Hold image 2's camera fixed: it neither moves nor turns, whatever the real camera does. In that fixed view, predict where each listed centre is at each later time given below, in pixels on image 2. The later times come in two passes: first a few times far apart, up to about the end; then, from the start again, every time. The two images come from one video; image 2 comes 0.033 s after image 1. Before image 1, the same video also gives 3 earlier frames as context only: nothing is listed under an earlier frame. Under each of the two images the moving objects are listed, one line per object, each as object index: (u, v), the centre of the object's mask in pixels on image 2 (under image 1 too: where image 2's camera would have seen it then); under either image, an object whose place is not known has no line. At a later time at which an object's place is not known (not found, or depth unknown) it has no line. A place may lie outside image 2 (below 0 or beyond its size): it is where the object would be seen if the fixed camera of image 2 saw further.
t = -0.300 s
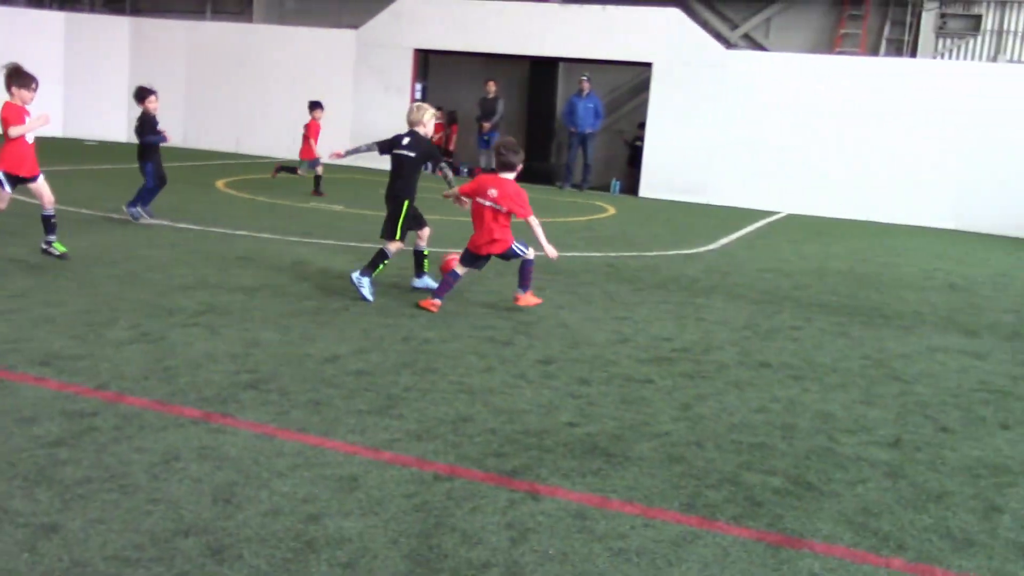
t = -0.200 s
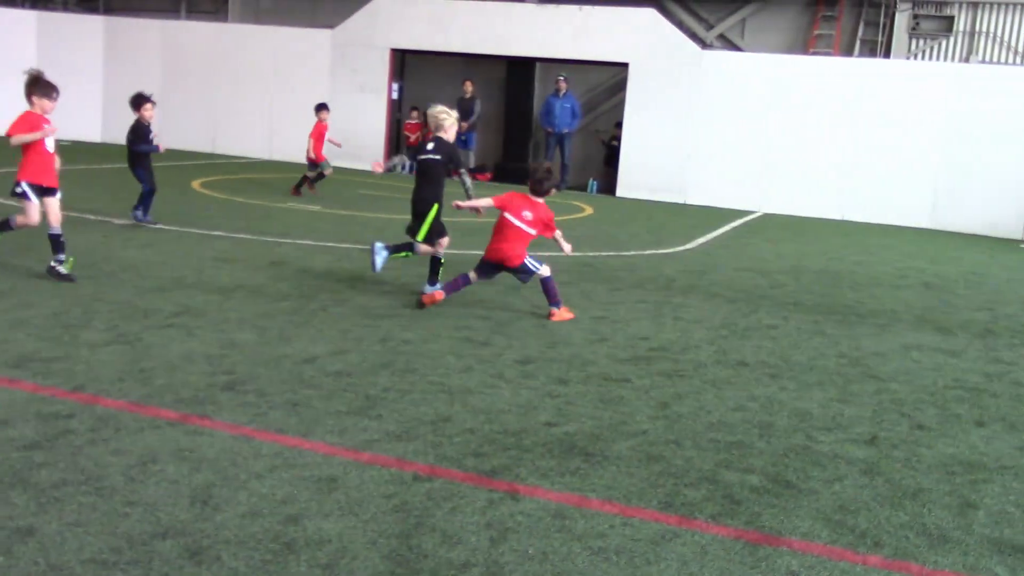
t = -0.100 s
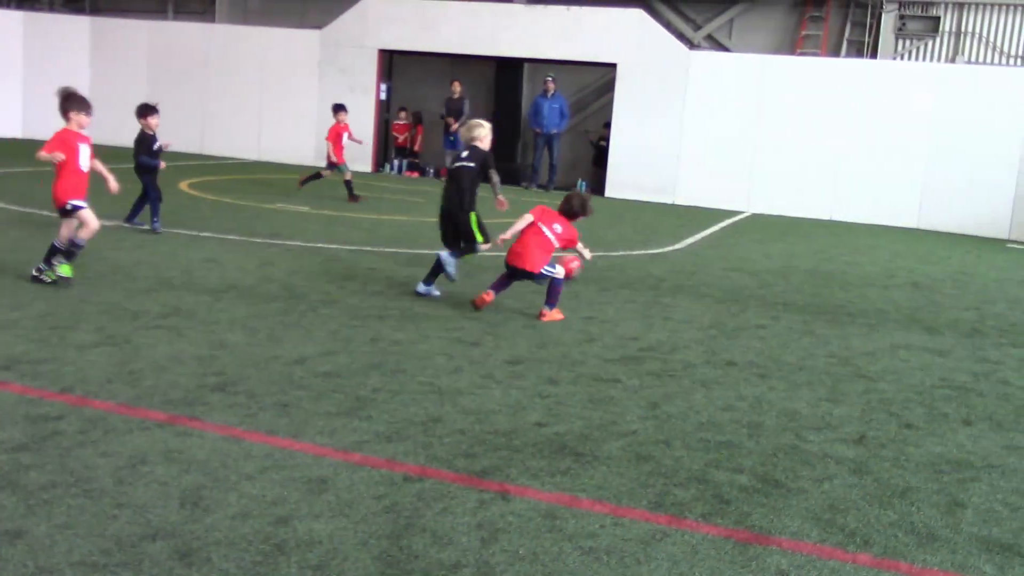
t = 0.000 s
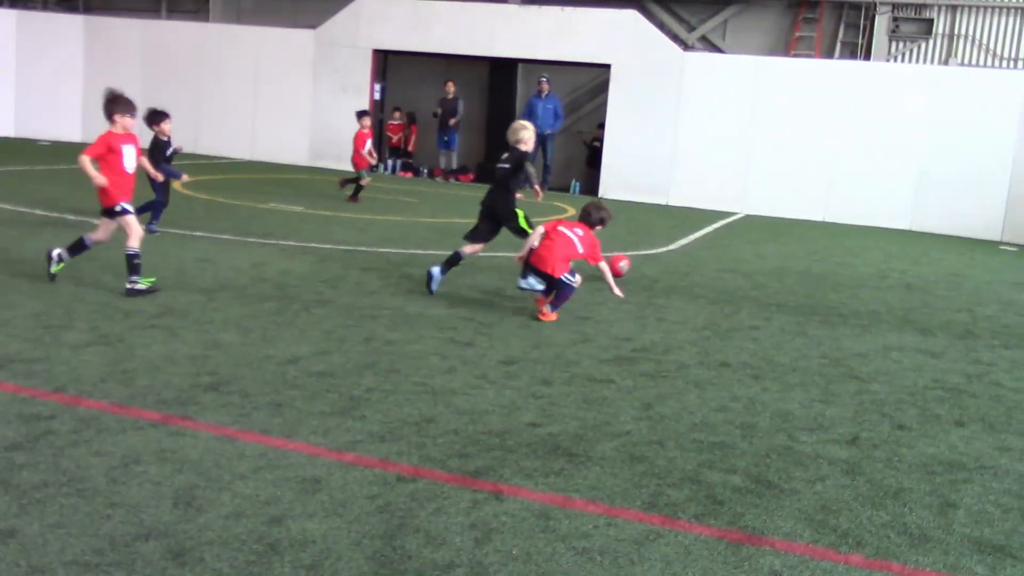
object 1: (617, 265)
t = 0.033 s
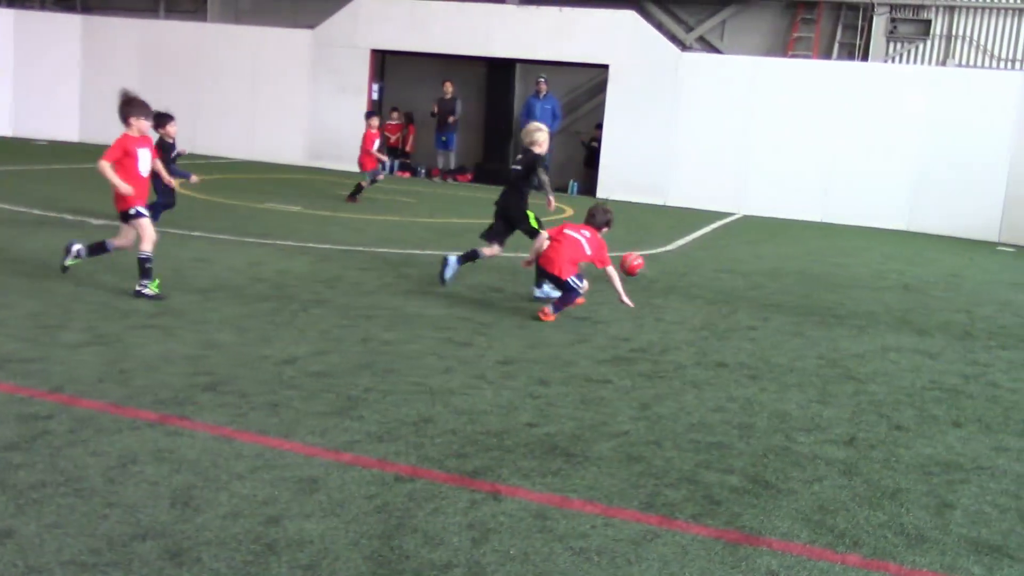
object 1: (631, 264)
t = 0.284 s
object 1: (737, 267)
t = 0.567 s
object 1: (831, 266)
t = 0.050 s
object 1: (640, 264)
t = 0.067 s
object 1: (647, 265)
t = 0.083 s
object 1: (655, 266)
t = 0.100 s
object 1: (662, 267)
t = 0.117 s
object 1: (669, 267)
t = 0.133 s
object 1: (676, 269)
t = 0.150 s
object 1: (684, 269)
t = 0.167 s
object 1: (691, 268)
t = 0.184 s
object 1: (698, 268)
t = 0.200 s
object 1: (705, 268)
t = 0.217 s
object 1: (711, 267)
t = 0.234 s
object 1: (717, 267)
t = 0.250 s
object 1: (724, 267)
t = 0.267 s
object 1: (730, 267)
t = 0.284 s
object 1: (737, 267)
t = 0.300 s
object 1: (743, 266)
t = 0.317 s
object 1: (749, 266)
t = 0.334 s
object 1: (755, 266)
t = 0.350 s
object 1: (761, 265)
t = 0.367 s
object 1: (767, 265)
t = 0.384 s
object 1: (773, 265)
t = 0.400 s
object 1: (779, 265)
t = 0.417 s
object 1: (784, 266)
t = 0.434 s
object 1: (790, 266)
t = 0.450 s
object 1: (795, 265)
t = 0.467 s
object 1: (801, 264)
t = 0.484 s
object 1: (806, 263)
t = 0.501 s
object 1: (812, 263)
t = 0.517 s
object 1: (817, 263)
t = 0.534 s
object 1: (822, 264)
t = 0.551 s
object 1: (827, 266)
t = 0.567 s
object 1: (831, 266)
